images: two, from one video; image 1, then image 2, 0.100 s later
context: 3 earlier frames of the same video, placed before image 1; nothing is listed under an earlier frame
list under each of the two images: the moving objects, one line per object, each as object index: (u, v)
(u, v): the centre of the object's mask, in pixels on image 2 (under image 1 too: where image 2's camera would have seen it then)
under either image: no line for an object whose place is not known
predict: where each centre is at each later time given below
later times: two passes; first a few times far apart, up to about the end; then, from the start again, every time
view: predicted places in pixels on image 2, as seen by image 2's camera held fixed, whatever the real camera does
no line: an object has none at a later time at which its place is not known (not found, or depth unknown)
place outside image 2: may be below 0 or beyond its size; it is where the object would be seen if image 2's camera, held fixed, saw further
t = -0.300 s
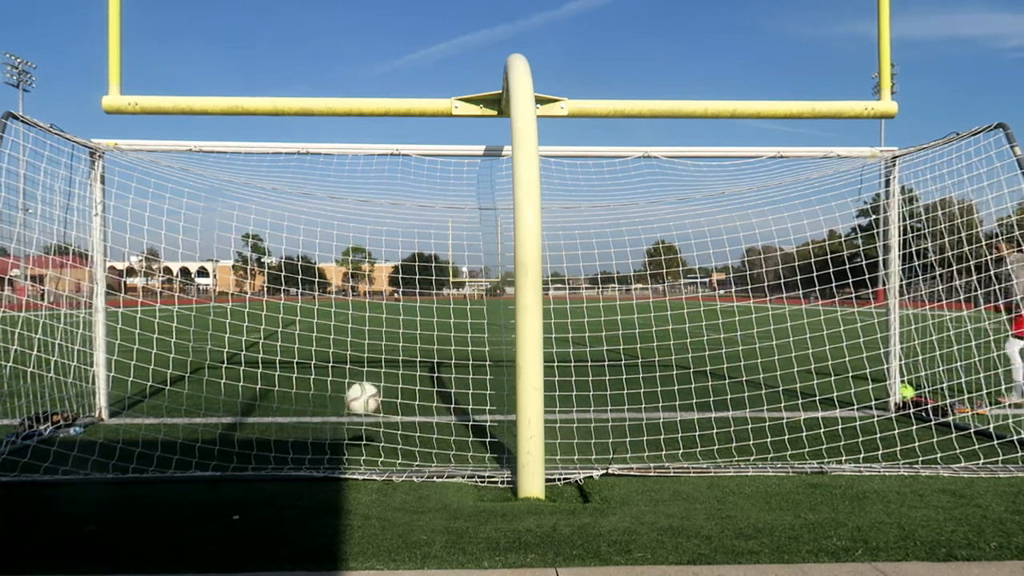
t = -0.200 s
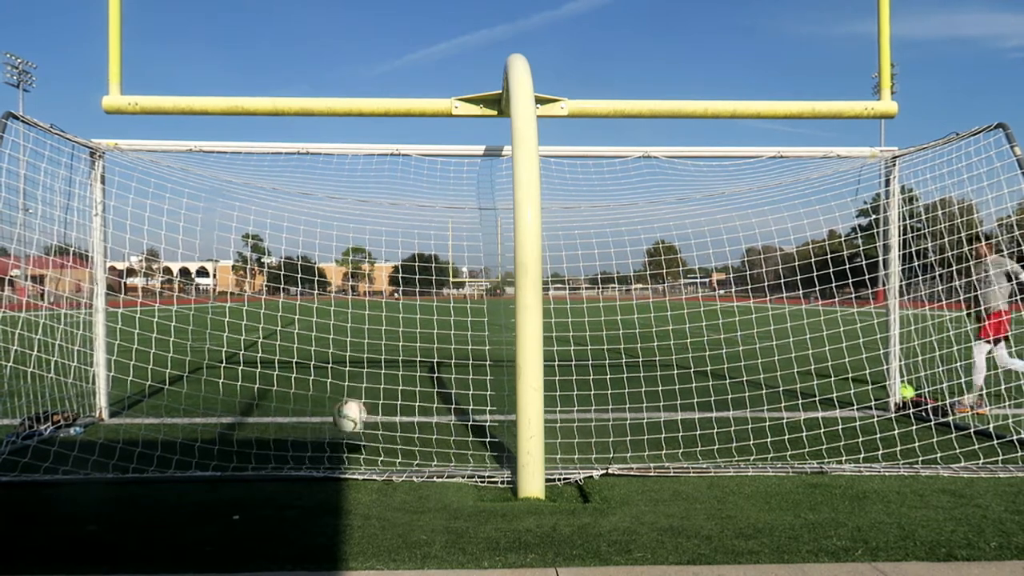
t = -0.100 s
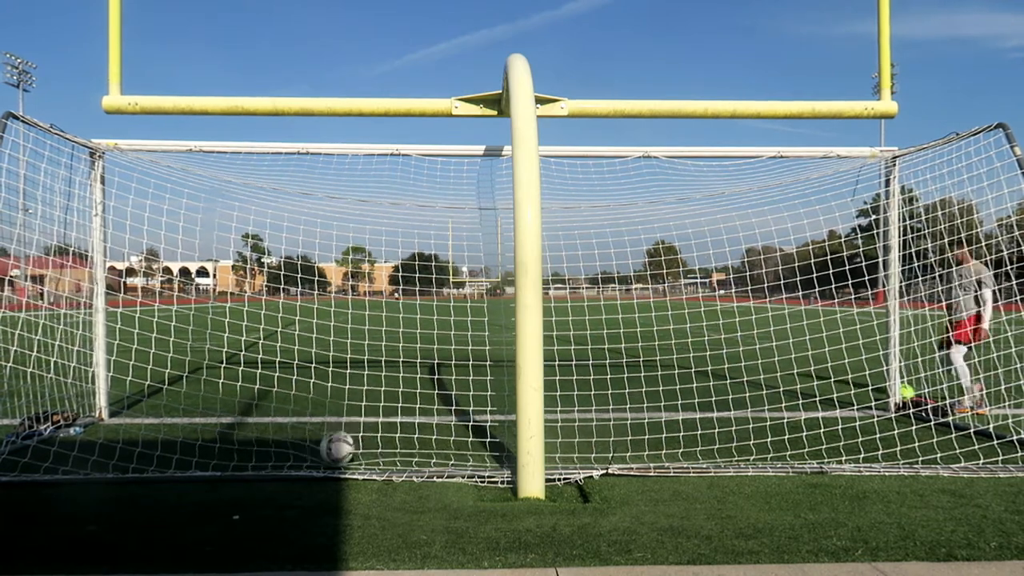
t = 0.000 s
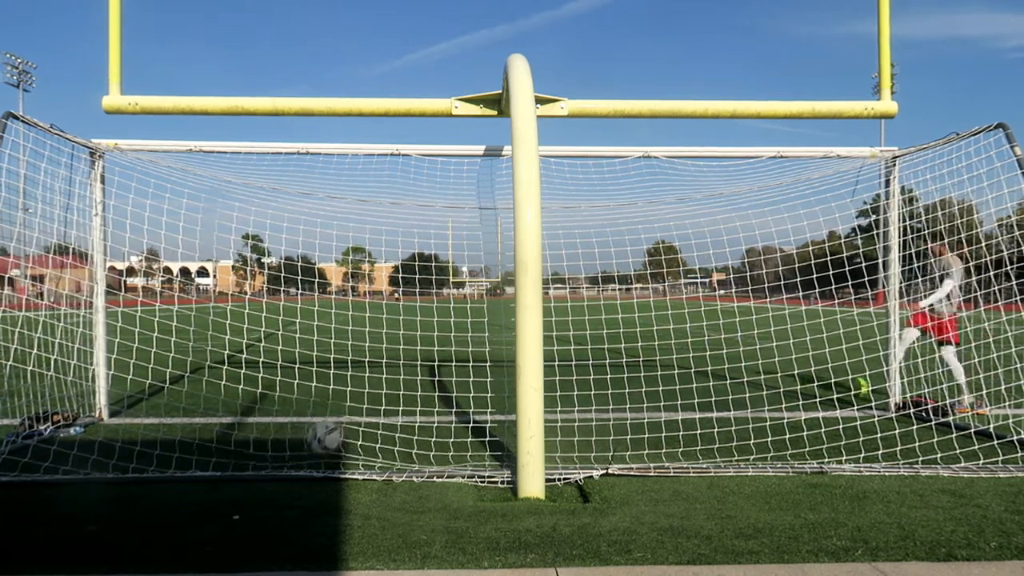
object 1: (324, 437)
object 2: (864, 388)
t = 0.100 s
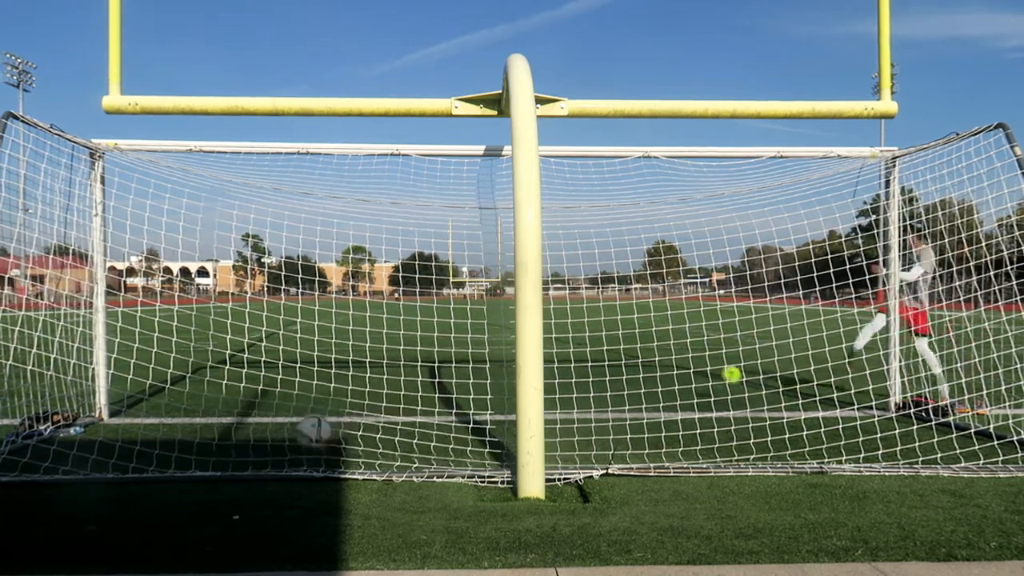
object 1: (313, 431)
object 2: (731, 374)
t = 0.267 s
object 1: (296, 455)
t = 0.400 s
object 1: (284, 447)
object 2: (381, 388)
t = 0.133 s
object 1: (310, 434)
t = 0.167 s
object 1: (306, 437)
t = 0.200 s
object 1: (303, 442)
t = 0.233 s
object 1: (300, 448)
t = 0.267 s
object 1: (296, 455)
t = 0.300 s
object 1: (293, 453)
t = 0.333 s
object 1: (290, 449)
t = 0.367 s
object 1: (287, 447)
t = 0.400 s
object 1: (284, 447)
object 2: (381, 388)
